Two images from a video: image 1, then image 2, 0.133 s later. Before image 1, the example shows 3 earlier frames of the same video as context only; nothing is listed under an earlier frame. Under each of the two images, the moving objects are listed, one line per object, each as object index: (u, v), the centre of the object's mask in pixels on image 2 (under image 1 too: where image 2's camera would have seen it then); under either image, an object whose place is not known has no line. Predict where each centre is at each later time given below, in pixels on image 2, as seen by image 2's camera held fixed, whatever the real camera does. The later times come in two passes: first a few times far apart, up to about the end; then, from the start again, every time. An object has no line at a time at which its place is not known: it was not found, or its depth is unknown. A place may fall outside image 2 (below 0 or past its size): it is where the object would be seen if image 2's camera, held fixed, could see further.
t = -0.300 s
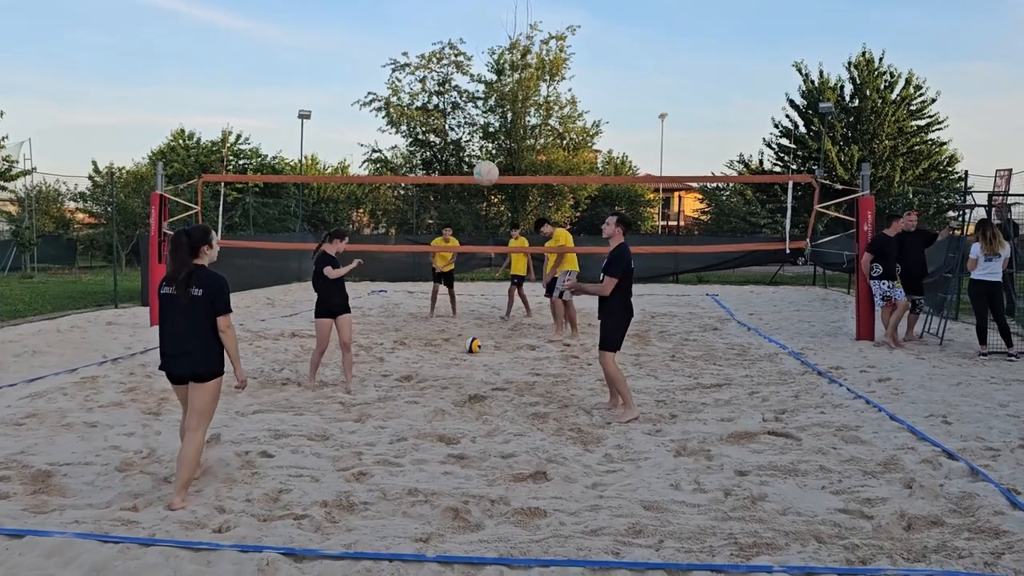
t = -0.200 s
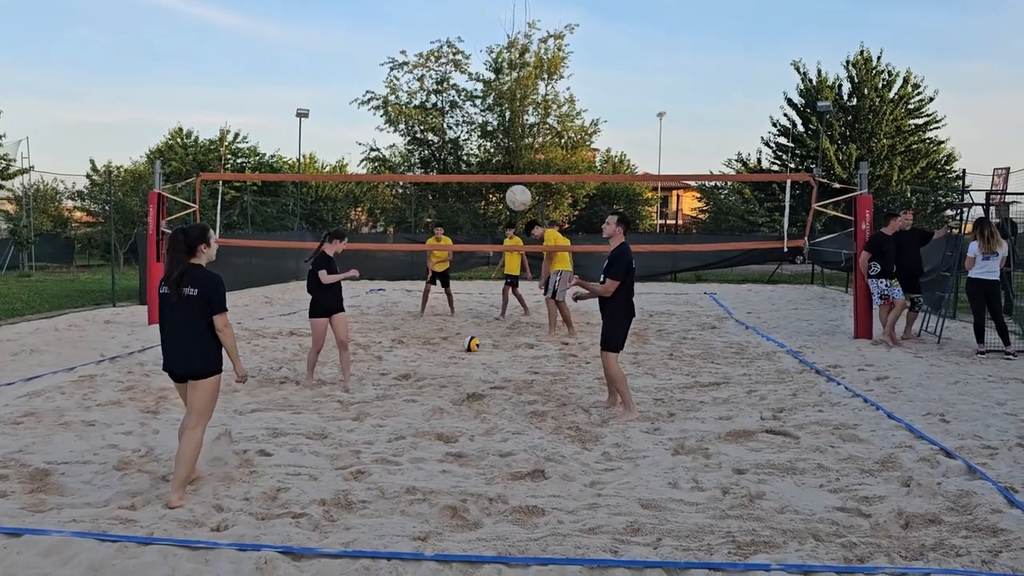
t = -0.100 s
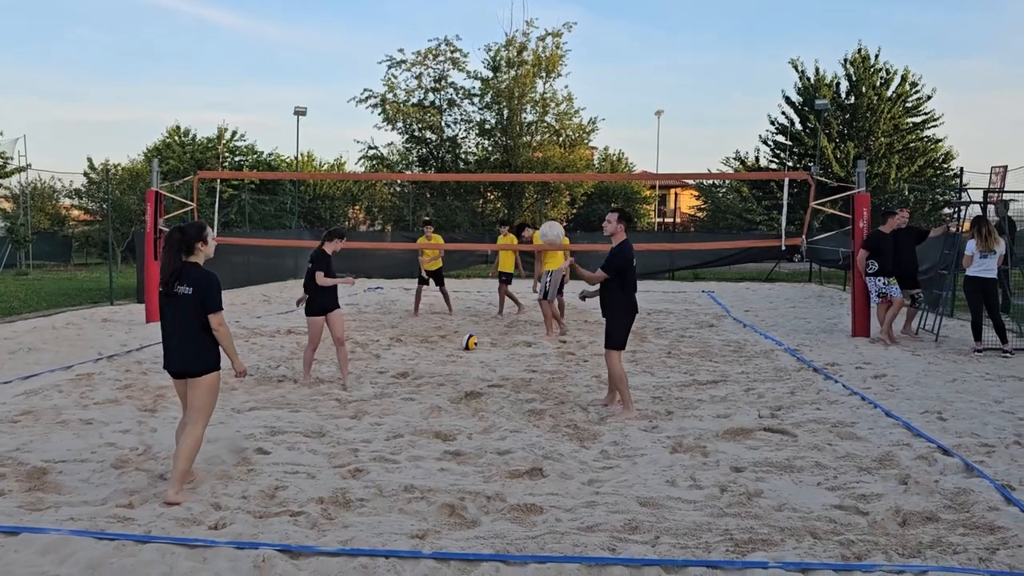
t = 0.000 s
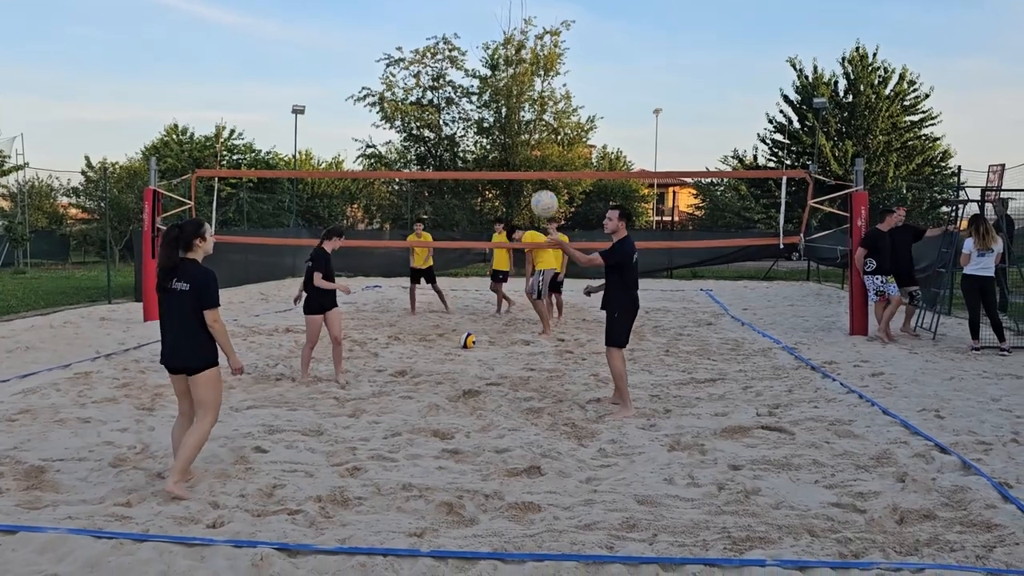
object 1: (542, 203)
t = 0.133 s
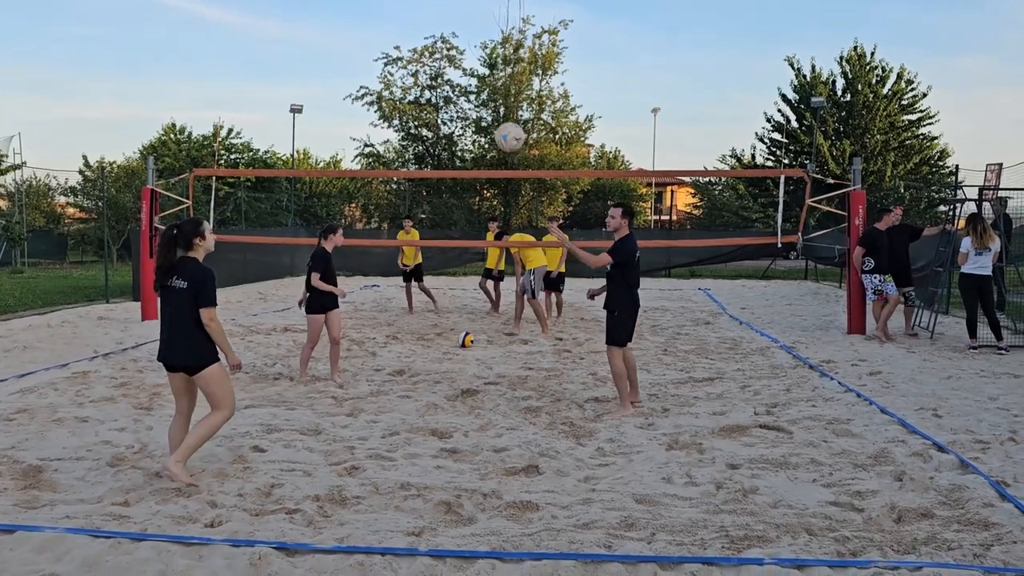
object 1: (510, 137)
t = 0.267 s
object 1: (472, 86)
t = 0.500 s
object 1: (390, 47)
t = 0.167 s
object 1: (501, 122)
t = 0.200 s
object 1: (491, 109)
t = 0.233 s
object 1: (481, 97)
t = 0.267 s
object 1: (472, 86)
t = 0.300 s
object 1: (461, 76)
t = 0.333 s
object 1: (451, 67)
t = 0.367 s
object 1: (439, 60)
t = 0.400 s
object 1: (428, 54)
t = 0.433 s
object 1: (415, 50)
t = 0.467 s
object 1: (403, 48)
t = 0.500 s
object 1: (390, 47)
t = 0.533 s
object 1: (376, 48)
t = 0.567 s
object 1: (362, 51)
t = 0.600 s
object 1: (347, 56)
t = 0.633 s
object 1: (331, 64)
